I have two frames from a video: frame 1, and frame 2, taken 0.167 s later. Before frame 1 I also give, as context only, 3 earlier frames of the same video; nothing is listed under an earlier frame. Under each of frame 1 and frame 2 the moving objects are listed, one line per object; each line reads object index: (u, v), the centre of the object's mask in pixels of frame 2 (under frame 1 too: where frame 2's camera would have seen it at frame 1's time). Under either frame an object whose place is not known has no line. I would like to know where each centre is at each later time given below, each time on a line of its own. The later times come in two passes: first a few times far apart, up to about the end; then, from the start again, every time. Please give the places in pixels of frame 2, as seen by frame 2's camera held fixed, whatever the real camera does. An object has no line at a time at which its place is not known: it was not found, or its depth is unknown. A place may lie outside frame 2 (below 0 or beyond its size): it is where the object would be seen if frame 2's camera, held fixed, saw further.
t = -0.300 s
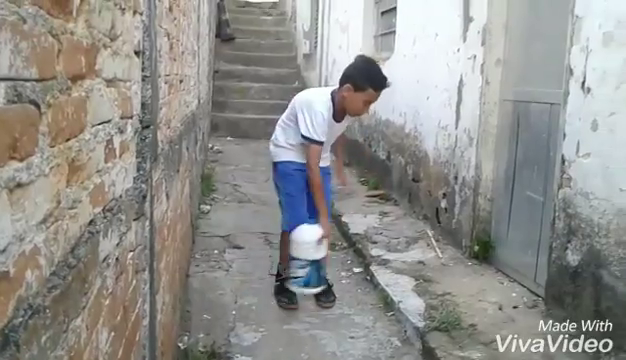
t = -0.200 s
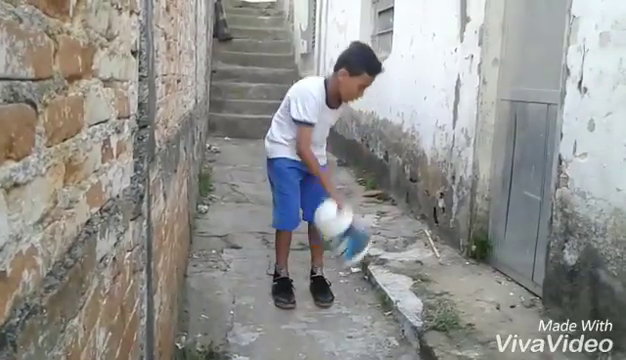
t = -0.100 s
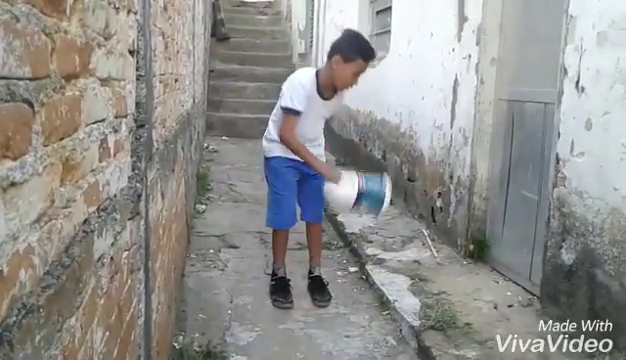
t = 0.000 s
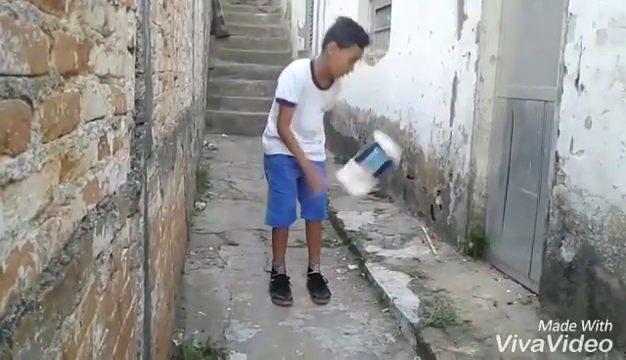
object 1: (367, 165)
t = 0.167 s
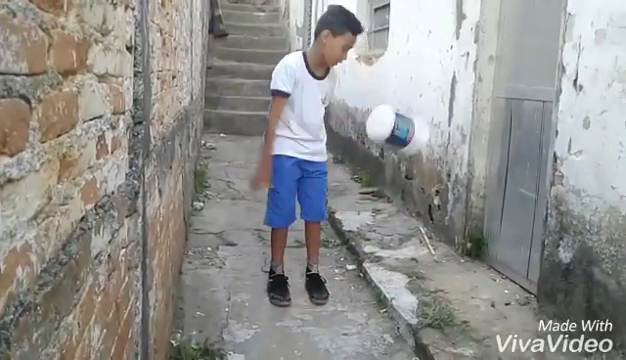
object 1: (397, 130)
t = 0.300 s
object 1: (401, 138)
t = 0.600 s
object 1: (397, 259)
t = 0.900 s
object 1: (362, 282)
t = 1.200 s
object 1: (360, 287)
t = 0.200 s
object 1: (399, 127)
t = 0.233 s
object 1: (400, 128)
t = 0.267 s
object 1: (400, 132)
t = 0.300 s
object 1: (401, 138)
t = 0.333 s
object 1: (402, 147)
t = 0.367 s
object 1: (401, 158)
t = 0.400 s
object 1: (401, 172)
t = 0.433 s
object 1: (401, 188)
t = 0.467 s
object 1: (400, 206)
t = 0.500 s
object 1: (399, 231)
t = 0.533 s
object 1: (399, 253)
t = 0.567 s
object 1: (398, 259)
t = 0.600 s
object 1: (397, 259)
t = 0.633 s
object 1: (393, 259)
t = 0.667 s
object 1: (390, 259)
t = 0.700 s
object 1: (387, 260)
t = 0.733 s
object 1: (383, 261)
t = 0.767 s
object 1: (381, 263)
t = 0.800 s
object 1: (376, 266)
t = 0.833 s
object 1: (372, 270)
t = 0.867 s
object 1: (365, 277)
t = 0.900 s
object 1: (362, 282)
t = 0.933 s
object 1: (360, 283)
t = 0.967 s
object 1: (360, 284)
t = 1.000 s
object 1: (361, 285)
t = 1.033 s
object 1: (361, 286)
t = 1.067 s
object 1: (361, 286)
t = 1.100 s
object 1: (361, 287)
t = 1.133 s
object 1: (360, 287)
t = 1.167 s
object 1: (360, 287)
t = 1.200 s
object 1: (360, 287)
